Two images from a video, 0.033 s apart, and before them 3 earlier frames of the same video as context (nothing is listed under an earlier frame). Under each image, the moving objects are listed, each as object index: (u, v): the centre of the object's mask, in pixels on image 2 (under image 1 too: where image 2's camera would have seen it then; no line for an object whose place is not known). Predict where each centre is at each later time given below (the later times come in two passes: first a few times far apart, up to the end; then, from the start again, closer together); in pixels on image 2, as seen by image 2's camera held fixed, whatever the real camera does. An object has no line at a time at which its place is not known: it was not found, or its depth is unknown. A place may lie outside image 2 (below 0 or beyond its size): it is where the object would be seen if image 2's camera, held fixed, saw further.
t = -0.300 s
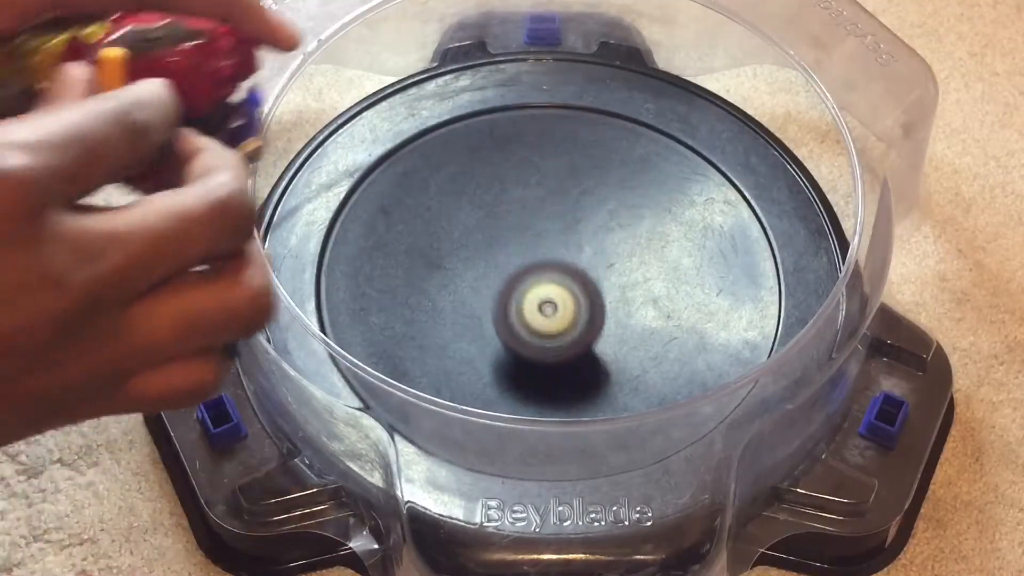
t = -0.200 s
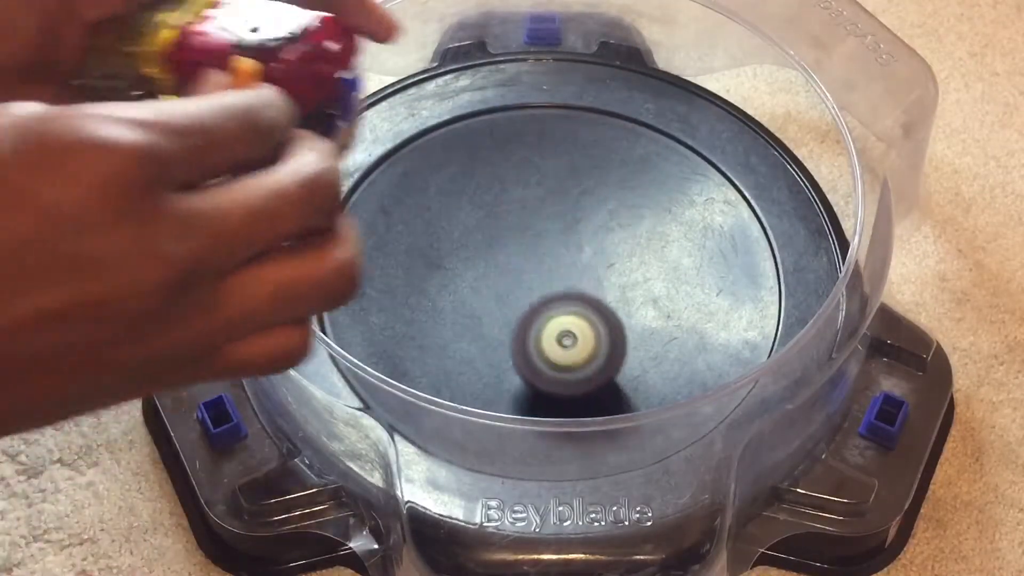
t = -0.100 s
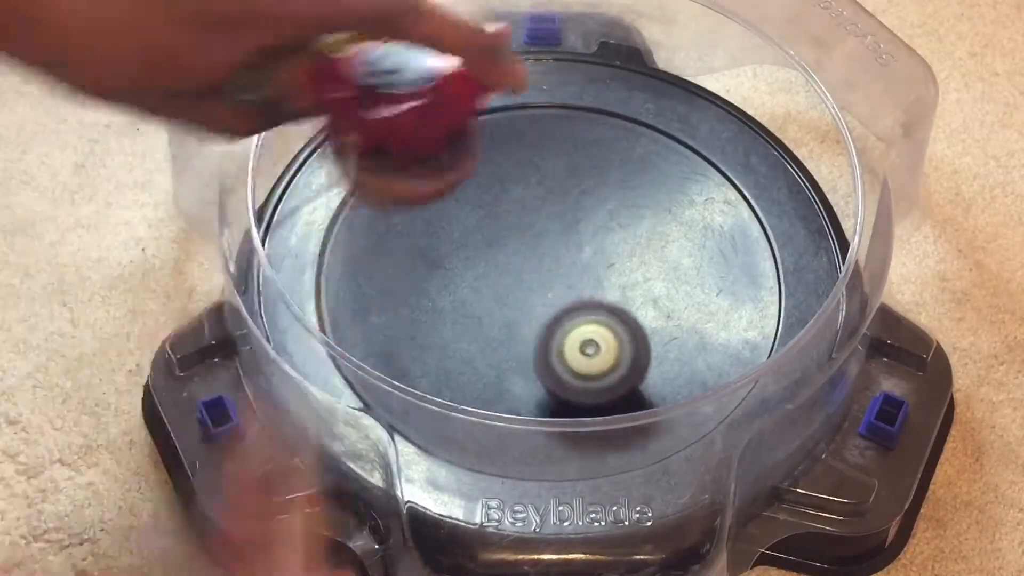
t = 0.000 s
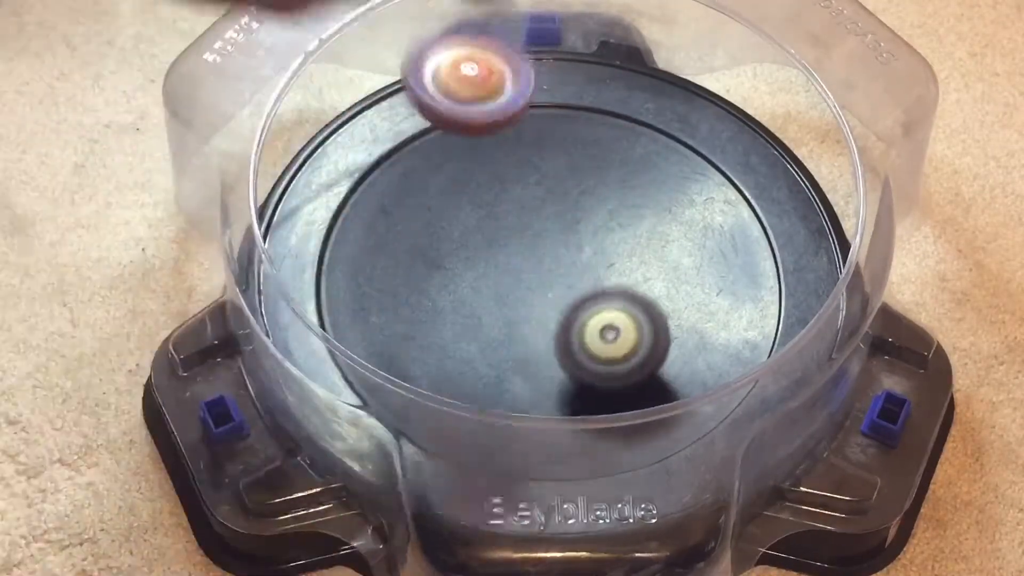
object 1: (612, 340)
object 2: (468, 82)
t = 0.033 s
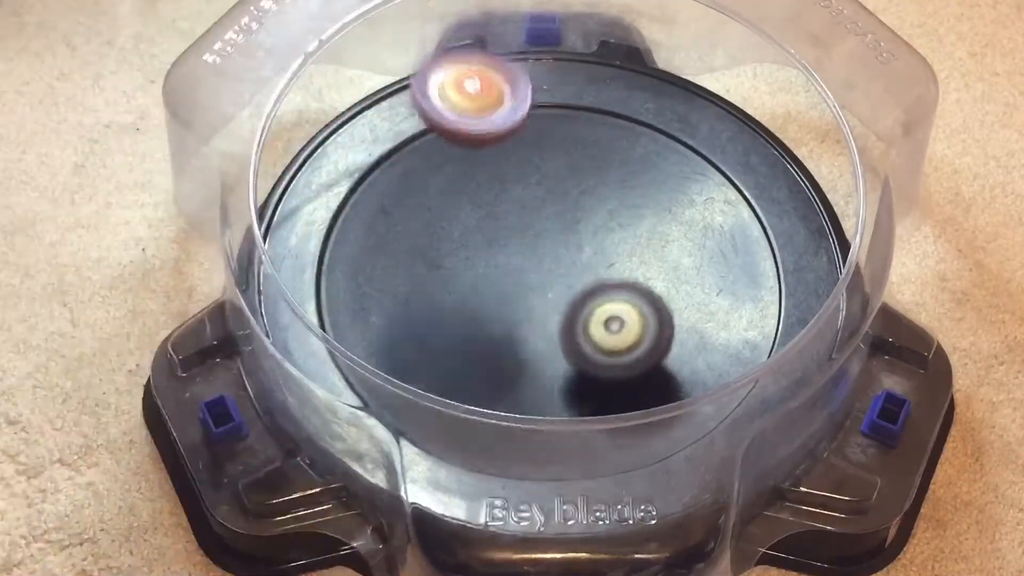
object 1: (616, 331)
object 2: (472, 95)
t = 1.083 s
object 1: (646, 327)
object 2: (622, 226)
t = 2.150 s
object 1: (617, 311)
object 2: (703, 241)
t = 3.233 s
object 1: (625, 178)
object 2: (736, 193)
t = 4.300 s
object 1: (331, 119)
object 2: (621, 212)
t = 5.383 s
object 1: (562, 216)
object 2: (386, 201)
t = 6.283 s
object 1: (429, 289)
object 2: (614, 288)
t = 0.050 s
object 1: (618, 326)
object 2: (473, 106)
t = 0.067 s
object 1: (621, 320)
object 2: (475, 121)
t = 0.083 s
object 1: (622, 315)
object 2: (477, 137)
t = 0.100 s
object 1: (624, 310)
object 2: (479, 134)
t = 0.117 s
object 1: (625, 304)
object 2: (480, 122)
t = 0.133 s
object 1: (626, 297)
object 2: (482, 112)
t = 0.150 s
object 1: (626, 291)
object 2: (483, 106)
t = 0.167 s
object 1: (626, 285)
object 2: (486, 105)
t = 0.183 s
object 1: (627, 279)
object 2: (489, 107)
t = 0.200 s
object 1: (627, 271)
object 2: (490, 111)
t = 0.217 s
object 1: (625, 265)
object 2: (494, 120)
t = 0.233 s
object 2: (494, 122)
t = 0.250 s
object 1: (623, 254)
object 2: (493, 121)
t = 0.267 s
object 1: (621, 248)
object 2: (491, 122)
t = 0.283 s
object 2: (490, 126)
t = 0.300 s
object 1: (618, 240)
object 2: (487, 128)
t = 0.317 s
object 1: (615, 235)
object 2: (484, 130)
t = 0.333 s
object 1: (612, 232)
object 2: (480, 132)
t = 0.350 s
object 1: (610, 230)
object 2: (475, 135)
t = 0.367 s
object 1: (606, 228)
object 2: (470, 138)
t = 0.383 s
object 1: (604, 227)
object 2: (464, 142)
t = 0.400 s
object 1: (600, 227)
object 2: (460, 147)
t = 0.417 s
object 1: (596, 227)
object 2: (455, 151)
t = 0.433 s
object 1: (592, 227)
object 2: (451, 156)
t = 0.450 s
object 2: (449, 162)
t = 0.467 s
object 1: (583, 229)
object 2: (446, 167)
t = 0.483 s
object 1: (578, 231)
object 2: (444, 174)
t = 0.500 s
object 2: (443, 181)
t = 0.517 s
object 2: (442, 190)
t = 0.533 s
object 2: (443, 197)
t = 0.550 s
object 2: (444, 207)
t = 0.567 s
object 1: (557, 248)
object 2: (446, 215)
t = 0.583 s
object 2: (447, 223)
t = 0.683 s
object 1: (572, 299)
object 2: (441, 256)
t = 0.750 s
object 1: (589, 328)
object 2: (456, 275)
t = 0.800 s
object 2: (477, 283)
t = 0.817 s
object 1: (608, 350)
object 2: (485, 286)
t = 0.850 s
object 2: (503, 288)
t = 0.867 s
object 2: (514, 289)
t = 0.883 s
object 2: (522, 289)
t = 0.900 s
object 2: (532, 288)
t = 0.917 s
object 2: (541, 287)
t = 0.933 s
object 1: (637, 359)
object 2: (550, 284)
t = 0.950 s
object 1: (640, 358)
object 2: (560, 281)
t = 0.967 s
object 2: (569, 276)
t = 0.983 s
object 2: (578, 272)
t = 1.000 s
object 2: (586, 266)
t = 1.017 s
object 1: (647, 347)
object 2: (595, 259)
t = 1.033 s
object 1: (647, 343)
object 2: (602, 253)
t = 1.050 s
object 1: (647, 337)
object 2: (610, 245)
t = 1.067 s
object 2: (617, 236)
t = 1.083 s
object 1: (646, 327)
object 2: (622, 226)
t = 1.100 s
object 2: (627, 217)
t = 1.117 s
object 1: (643, 317)
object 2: (631, 206)
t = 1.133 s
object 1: (641, 310)
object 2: (633, 197)
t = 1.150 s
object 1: (638, 304)
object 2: (635, 185)
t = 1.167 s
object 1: (635, 299)
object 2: (636, 176)
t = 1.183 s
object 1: (631, 294)
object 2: (635, 166)
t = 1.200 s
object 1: (627, 289)
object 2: (632, 154)
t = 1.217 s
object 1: (623, 284)
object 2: (629, 144)
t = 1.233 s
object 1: (617, 277)
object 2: (625, 134)
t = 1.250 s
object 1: (612, 273)
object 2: (620, 124)
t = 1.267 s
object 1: (606, 268)
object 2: (615, 116)
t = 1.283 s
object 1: (600, 264)
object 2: (607, 109)
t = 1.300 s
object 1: (593, 260)
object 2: (601, 103)
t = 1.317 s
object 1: (586, 258)
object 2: (594, 98)
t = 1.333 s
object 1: (579, 255)
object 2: (585, 94)
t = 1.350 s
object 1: (571, 251)
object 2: (578, 92)
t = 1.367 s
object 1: (564, 250)
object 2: (570, 90)
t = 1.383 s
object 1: (556, 248)
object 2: (562, 90)
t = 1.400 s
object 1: (548, 246)
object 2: (554, 91)
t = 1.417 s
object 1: (540, 246)
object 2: (546, 93)
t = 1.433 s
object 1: (532, 244)
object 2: (538, 96)
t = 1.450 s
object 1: (525, 243)
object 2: (531, 100)
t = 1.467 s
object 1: (517, 243)
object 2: (523, 103)
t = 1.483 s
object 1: (509, 245)
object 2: (516, 109)
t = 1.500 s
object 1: (504, 246)
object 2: (510, 117)
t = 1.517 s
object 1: (497, 248)
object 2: (505, 123)
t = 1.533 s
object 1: (491, 250)
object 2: (498, 135)
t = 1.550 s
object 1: (485, 252)
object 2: (494, 143)
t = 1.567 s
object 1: (478, 255)
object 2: (490, 154)
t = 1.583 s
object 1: (474, 259)
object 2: (486, 162)
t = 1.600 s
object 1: (468, 267)
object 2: (486, 169)
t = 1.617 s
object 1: (462, 278)
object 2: (486, 170)
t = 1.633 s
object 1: (456, 292)
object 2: (488, 173)
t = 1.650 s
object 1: (451, 304)
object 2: (489, 176)
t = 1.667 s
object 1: (446, 315)
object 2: (492, 181)
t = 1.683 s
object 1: (442, 328)
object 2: (495, 186)
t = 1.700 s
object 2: (499, 191)
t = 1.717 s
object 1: (441, 345)
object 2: (503, 196)
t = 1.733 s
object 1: (443, 353)
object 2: (508, 202)
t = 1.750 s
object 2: (513, 210)
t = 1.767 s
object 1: (449, 363)
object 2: (519, 215)
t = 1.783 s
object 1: (455, 369)
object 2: (524, 222)
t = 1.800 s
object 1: (461, 374)
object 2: (530, 228)
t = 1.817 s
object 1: (468, 378)
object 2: (537, 235)
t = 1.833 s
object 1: (475, 381)
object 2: (543, 240)
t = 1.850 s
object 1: (483, 384)
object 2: (550, 245)
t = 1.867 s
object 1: (487, 401)
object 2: (557, 252)
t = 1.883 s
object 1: (495, 404)
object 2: (563, 256)
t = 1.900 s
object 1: (506, 404)
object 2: (571, 262)
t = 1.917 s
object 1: (517, 405)
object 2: (579, 266)
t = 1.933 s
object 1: (527, 403)
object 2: (587, 270)
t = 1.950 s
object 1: (539, 401)
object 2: (595, 272)
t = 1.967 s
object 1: (550, 387)
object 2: (605, 274)
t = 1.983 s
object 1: (561, 385)
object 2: (614, 275)
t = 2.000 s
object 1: (571, 382)
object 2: (622, 275)
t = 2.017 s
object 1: (580, 378)
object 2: (633, 275)
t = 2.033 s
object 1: (588, 374)
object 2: (643, 273)
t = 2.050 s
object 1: (596, 369)
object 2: (652, 271)
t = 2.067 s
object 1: (602, 360)
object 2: (664, 268)
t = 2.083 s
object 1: (607, 351)
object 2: (673, 264)
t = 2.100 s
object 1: (611, 341)
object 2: (682, 259)
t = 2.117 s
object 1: (614, 332)
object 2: (690, 254)
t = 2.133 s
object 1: (616, 321)
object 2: (697, 248)
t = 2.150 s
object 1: (617, 311)
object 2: (703, 241)
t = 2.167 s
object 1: (617, 301)
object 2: (708, 235)
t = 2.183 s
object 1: (617, 291)
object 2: (713, 229)
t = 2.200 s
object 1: (615, 281)
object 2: (716, 222)
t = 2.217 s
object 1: (613, 270)
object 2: (719, 215)
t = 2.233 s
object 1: (610, 262)
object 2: (719, 208)
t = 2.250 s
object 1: (605, 251)
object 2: (718, 203)
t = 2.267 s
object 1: (600, 239)
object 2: (717, 196)
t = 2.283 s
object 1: (594, 229)
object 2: (714, 191)
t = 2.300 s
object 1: (586, 220)
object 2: (711, 187)
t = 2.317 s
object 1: (578, 211)
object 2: (706, 183)
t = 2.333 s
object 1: (569, 203)
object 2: (700, 180)
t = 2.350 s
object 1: (559, 194)
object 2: (694, 177)
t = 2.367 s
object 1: (548, 186)
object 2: (686, 176)
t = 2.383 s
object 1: (538, 180)
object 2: (679, 174)
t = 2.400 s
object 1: (526, 173)
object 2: (671, 173)
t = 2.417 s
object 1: (512, 167)
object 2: (662, 173)
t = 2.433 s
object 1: (499, 162)
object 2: (653, 174)
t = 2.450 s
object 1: (488, 159)
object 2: (643, 175)
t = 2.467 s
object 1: (476, 152)
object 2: (635, 176)
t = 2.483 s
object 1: (463, 151)
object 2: (624, 178)
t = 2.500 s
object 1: (451, 149)
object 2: (615, 181)
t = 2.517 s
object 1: (439, 149)
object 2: (604, 185)
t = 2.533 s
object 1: (427, 150)
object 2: (595, 189)
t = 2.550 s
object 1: (414, 152)
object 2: (585, 193)
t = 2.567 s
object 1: (404, 156)
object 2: (576, 198)
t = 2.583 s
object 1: (394, 160)
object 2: (566, 204)
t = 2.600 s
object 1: (384, 166)
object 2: (559, 208)
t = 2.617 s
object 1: (373, 172)
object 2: (550, 215)
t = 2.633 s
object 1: (363, 179)
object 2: (542, 222)
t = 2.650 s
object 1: (353, 186)
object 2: (534, 228)
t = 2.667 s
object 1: (348, 198)
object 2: (528, 235)
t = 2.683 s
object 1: (345, 209)
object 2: (524, 244)
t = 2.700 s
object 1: (342, 218)
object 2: (519, 252)
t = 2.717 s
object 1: (341, 230)
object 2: (515, 262)
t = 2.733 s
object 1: (342, 245)
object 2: (513, 271)
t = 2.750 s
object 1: (345, 260)
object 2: (514, 282)
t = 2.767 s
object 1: (345, 272)
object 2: (515, 293)
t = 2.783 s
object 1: (349, 286)
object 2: (518, 304)
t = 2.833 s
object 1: (377, 324)
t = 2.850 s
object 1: (388, 333)
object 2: (546, 348)
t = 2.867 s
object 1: (407, 344)
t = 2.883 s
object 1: (423, 352)
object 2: (573, 366)
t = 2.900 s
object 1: (441, 360)
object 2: (585, 370)
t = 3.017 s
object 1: (567, 367)
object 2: (717, 385)
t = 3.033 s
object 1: (581, 359)
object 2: (728, 367)
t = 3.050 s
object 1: (594, 349)
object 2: (738, 352)
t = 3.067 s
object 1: (607, 337)
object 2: (747, 340)
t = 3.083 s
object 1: (619, 323)
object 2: (750, 320)
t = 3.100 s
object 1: (629, 309)
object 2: (756, 306)
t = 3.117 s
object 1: (638, 295)
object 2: (760, 291)
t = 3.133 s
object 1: (644, 280)
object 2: (761, 274)
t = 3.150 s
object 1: (644, 262)
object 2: (766, 260)
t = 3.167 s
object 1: (645, 245)
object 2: (769, 247)
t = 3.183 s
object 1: (642, 230)
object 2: (768, 233)
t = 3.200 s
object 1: (639, 213)
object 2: (758, 219)
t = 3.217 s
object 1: (634, 194)
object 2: (747, 205)
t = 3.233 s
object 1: (625, 178)
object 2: (736, 193)
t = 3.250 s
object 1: (613, 161)
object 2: (725, 182)
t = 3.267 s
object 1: (601, 143)
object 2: (715, 173)
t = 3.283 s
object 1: (586, 127)
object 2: (705, 164)
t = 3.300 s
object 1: (572, 113)
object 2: (693, 157)
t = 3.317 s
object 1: (556, 101)
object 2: (681, 151)
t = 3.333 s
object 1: (540, 90)
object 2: (666, 147)
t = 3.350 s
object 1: (523, 80)
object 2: (652, 144)
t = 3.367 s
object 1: (507, 72)
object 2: (640, 144)
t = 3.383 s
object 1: (493, 69)
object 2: (624, 144)
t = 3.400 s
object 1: (476, 62)
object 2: (608, 149)
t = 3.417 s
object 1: (459, 61)
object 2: (591, 155)
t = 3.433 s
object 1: (444, 68)
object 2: (573, 161)
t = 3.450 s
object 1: (428, 77)
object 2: (559, 170)
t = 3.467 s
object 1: (412, 86)
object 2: (543, 181)
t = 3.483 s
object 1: (397, 95)
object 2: (527, 194)
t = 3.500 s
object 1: (381, 109)
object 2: (513, 206)
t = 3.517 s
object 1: (367, 122)
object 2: (501, 219)
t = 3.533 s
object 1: (355, 137)
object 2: (491, 235)
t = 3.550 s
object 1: (343, 155)
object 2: (480, 254)
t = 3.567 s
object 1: (334, 171)
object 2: (472, 271)
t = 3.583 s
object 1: (328, 189)
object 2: (467, 287)
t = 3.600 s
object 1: (322, 208)
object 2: (463, 305)
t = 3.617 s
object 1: (321, 232)
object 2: (462, 322)
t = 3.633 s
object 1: (323, 249)
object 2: (463, 339)
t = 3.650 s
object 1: (327, 268)
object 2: (468, 352)
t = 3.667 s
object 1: (338, 290)
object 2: (475, 362)
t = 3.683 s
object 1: (349, 307)
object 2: (486, 374)
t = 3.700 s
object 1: (364, 325)
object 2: (491, 401)
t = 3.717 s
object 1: (375, 360)
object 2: (503, 417)
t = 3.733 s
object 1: (398, 377)
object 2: (519, 431)
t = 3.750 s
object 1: (416, 389)
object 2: (534, 443)
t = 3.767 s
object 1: (415, 381)
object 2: (574, 446)
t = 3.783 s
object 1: (420, 361)
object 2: (606, 446)
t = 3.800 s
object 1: (419, 356)
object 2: (644, 447)
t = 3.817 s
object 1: (418, 350)
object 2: (678, 452)
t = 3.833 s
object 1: (420, 345)
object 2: (704, 449)
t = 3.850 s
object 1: (423, 338)
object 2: (714, 428)
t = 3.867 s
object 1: (428, 329)
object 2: (719, 408)
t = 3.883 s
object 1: (439, 320)
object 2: (719, 392)
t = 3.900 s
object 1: (449, 313)
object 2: (718, 377)
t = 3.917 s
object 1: (459, 306)
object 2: (721, 356)
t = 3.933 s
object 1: (468, 299)
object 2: (720, 344)
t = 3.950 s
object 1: (479, 291)
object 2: (719, 326)
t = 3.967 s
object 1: (486, 282)
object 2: (714, 309)
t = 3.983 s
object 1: (495, 273)
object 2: (710, 291)
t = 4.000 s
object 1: (503, 263)
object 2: (704, 273)
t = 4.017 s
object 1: (508, 254)
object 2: (695, 257)
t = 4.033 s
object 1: (514, 244)
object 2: (687, 244)
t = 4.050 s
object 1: (517, 234)
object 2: (677, 231)
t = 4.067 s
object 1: (521, 224)
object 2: (666, 221)
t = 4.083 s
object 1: (524, 214)
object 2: (654, 213)
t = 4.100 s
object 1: (525, 204)
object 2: (638, 207)
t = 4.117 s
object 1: (508, 191)
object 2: (642, 205)
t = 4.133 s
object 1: (488, 176)
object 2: (647, 204)
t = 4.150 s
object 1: (466, 162)
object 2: (651, 204)
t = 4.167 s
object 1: (447, 153)
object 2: (652, 204)
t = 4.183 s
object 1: (428, 141)
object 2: (652, 204)
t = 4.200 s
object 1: (410, 133)
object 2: (650, 206)
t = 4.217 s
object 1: (396, 127)
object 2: (647, 206)
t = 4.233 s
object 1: (382, 120)
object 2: (643, 207)
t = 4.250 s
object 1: (368, 119)
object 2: (637, 209)
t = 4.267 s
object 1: (356, 120)
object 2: (632, 210)
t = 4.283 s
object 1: (343, 119)
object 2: (625, 211)
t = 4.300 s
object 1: (331, 119)
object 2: (621, 212)
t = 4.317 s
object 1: (324, 124)
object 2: (613, 214)
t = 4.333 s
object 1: (319, 128)
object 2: (607, 216)
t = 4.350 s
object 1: (315, 136)
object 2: (600, 218)
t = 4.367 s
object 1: (313, 145)
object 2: (595, 221)
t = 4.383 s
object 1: (312, 154)
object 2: (588, 223)
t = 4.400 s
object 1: (309, 164)
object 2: (583, 226)
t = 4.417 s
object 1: (308, 173)
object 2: (577, 228)
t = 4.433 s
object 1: (308, 183)
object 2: (571, 231)
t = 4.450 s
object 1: (309, 194)
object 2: (566, 233)
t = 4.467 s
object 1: (309, 203)
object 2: (562, 236)
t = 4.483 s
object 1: (313, 214)
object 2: (557, 239)
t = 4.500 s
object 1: (317, 223)
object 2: (553, 241)
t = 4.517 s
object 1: (324, 232)
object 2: (549, 243)
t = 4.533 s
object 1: (333, 243)
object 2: (545, 245)
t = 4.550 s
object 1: (343, 255)
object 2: (542, 247)
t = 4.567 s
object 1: (357, 266)
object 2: (539, 248)
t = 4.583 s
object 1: (369, 277)
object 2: (536, 250)
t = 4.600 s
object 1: (386, 287)
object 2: (534, 252)
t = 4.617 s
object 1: (402, 296)
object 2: (532, 254)
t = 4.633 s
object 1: (422, 303)
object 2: (530, 256)
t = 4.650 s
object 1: (442, 313)
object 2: (531, 257)
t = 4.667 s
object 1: (449, 320)
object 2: (542, 255)
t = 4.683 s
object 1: (457, 329)
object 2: (556, 252)
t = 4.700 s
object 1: (467, 337)
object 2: (568, 245)
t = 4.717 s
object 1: (479, 342)
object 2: (583, 240)
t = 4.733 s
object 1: (490, 346)
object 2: (594, 236)
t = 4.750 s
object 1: (505, 351)
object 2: (604, 231)
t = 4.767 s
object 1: (517, 352)
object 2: (614, 228)
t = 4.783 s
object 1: (532, 353)
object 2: (621, 225)
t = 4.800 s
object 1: (549, 352)
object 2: (629, 220)
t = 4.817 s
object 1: (564, 349)
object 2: (635, 217)
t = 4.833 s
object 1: (579, 345)
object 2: (638, 214)
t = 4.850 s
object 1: (594, 340)
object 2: (640, 212)
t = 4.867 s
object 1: (608, 332)
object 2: (641, 210)
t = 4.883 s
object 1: (622, 322)
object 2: (642, 207)
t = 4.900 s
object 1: (635, 313)
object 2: (641, 203)
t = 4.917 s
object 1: (646, 302)
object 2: (640, 200)
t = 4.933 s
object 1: (654, 290)
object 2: (639, 198)
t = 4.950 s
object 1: (659, 285)
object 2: (640, 190)
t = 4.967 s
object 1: (666, 286)
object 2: (639, 176)
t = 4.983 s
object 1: (670, 285)
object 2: (637, 162)
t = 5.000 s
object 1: (673, 284)
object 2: (634, 151)
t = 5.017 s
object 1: (675, 282)
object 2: (630, 138)
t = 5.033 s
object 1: (676, 279)
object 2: (625, 128)
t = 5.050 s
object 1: (677, 275)
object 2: (619, 118)
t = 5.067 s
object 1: (677, 270)
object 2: (615, 109)
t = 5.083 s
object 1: (677, 264)
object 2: (609, 100)
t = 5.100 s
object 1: (675, 258)
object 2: (604, 94)
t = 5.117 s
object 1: (673, 252)
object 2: (597, 89)
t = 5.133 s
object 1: (669, 243)
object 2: (588, 90)
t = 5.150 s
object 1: (665, 235)
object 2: (572, 95)
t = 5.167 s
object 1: (660, 228)
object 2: (558, 101)
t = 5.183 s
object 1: (652, 218)
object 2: (547, 106)
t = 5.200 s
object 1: (646, 211)
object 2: (536, 113)
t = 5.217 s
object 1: (636, 203)
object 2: (524, 122)
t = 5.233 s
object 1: (624, 196)
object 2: (513, 130)
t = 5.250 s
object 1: (614, 190)
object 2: (503, 139)
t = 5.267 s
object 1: (601, 187)
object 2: (494, 150)
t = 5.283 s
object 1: (590, 185)
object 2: (483, 159)
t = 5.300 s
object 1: (586, 186)
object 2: (463, 165)
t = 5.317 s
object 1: (580, 190)
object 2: (444, 172)
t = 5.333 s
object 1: (576, 195)
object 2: (428, 179)
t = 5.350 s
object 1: (571, 200)
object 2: (412, 186)
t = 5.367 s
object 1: (566, 209)
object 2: (397, 193)
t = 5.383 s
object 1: (562, 216)
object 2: (386, 201)
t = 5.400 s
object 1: (558, 224)
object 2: (376, 210)
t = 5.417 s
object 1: (557, 234)
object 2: (370, 217)
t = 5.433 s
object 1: (555, 243)
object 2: (369, 228)
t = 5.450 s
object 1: (556, 252)
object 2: (370, 235)
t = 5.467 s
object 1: (558, 262)
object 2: (374, 247)
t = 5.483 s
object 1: (561, 270)
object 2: (378, 255)
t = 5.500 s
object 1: (565, 280)
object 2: (387, 268)
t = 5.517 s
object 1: (570, 287)
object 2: (395, 277)
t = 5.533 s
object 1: (577, 294)
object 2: (403, 288)
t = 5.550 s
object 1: (585, 300)
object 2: (413, 299)
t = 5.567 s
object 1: (593, 305)
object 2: (424, 306)
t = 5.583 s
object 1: (603, 311)
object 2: (435, 316)
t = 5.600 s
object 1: (611, 313)
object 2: (449, 324)
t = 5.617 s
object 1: (622, 315)
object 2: (461, 331)
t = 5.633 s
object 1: (632, 315)
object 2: (475, 337)
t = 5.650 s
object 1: (642, 315)
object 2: (489, 342)
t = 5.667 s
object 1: (652, 313)
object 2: (505, 347)
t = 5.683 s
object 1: (661, 310)
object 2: (520, 350)
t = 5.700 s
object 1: (668, 307)
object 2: (533, 351)
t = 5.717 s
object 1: (676, 301)
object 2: (550, 354)
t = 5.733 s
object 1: (681, 295)
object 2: (565, 353)
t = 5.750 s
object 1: (685, 289)
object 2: (580, 353)
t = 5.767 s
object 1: (686, 282)
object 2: (594, 352)
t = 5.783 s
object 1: (685, 275)
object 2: (610, 349)
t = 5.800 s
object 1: (684, 265)
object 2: (621, 348)
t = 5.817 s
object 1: (684, 253)
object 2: (625, 351)
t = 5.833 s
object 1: (686, 240)
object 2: (633, 354)
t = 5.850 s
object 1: (683, 228)
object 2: (638, 355)
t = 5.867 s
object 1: (679, 217)
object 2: (643, 355)
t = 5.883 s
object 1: (674, 208)
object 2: (649, 354)
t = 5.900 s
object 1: (666, 199)
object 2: (654, 353)
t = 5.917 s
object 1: (659, 190)
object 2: (656, 352)
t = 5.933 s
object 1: (648, 183)
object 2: (660, 350)
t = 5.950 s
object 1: (638, 175)
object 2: (663, 349)
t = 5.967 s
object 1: (624, 170)
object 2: (665, 347)
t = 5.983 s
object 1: (612, 168)
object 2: (668, 344)
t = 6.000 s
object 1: (599, 164)
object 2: (668, 343)
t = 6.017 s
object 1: (581, 165)
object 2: (667, 339)
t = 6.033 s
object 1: (566, 164)
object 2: (668, 337)
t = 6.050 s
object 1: (551, 166)
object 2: (667, 334)
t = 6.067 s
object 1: (539, 168)
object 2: (665, 330)
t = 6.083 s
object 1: (526, 173)
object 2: (664, 327)
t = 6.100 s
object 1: (513, 178)
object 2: (662, 324)
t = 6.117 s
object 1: (500, 185)
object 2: (658, 321)
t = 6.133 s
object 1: (488, 190)
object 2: (656, 318)
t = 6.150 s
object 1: (476, 201)
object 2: (653, 314)
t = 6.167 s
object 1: (466, 211)
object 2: (648, 312)
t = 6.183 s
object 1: (457, 220)
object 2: (645, 308)
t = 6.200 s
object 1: (449, 230)
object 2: (640, 305)
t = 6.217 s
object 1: (444, 241)
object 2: (635, 301)
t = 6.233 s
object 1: (438, 254)
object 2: (631, 298)
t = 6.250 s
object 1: (433, 266)
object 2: (625, 294)
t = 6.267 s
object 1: (431, 277)
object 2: (620, 292)
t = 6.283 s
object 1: (429, 289)
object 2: (614, 288)
